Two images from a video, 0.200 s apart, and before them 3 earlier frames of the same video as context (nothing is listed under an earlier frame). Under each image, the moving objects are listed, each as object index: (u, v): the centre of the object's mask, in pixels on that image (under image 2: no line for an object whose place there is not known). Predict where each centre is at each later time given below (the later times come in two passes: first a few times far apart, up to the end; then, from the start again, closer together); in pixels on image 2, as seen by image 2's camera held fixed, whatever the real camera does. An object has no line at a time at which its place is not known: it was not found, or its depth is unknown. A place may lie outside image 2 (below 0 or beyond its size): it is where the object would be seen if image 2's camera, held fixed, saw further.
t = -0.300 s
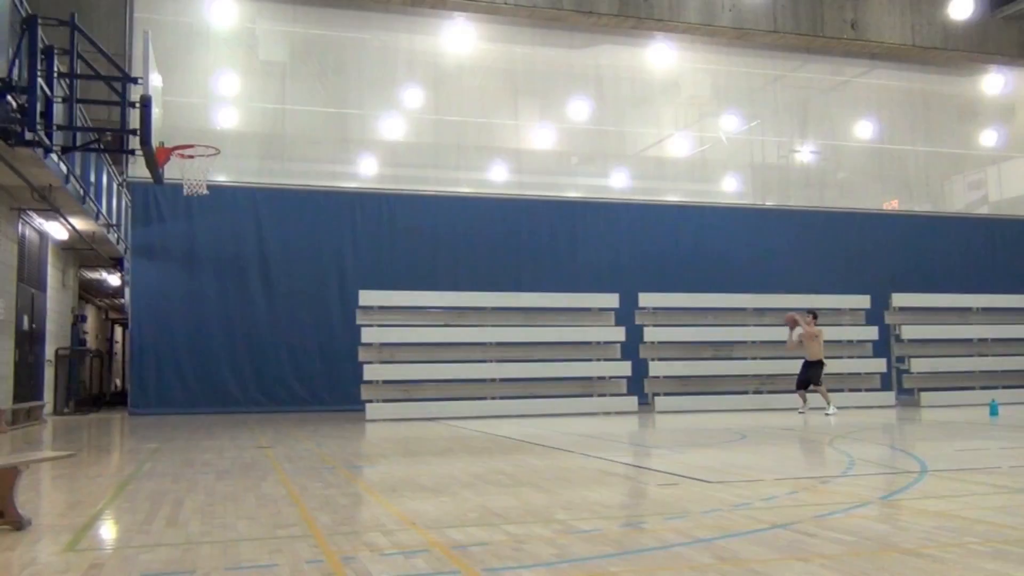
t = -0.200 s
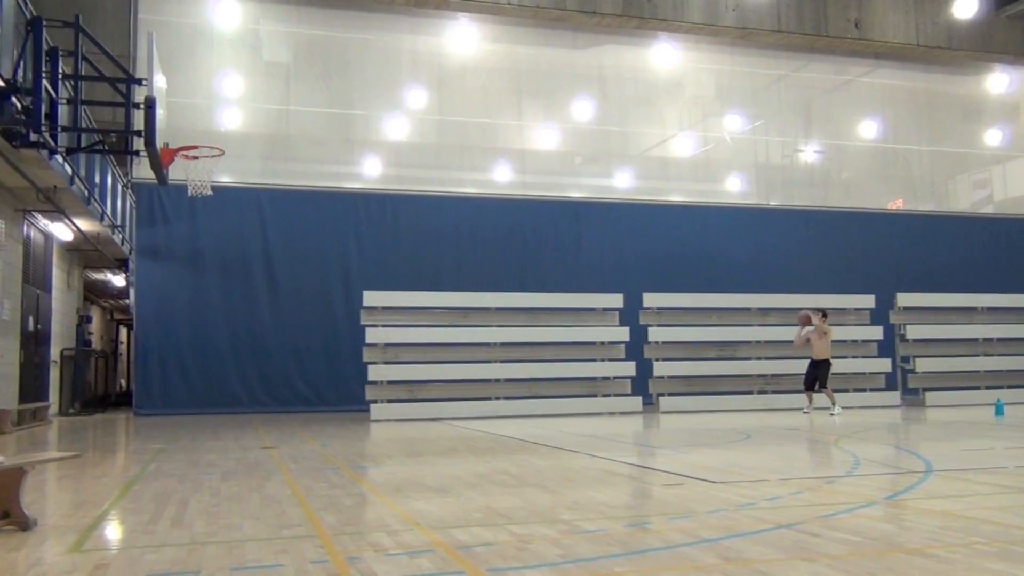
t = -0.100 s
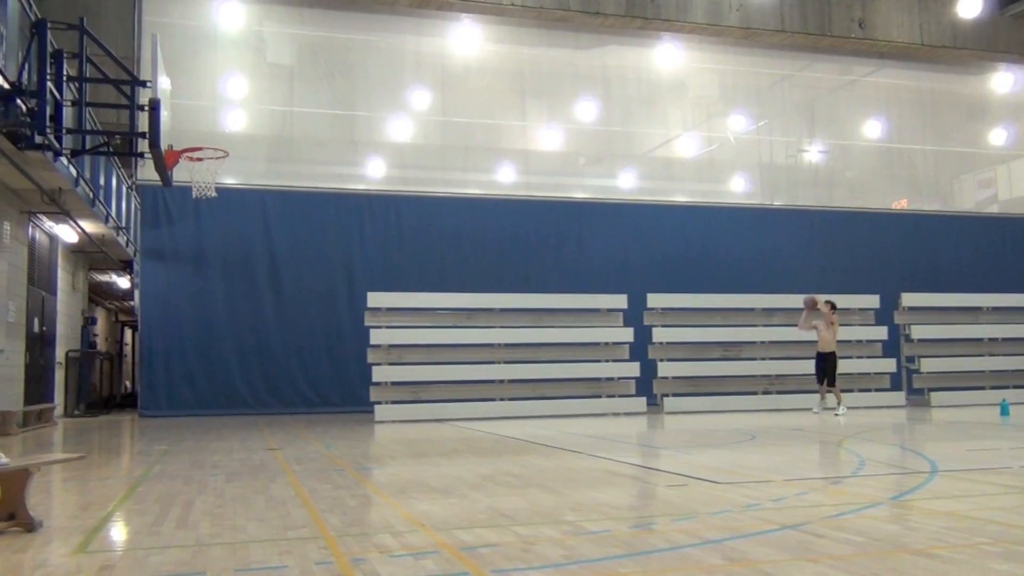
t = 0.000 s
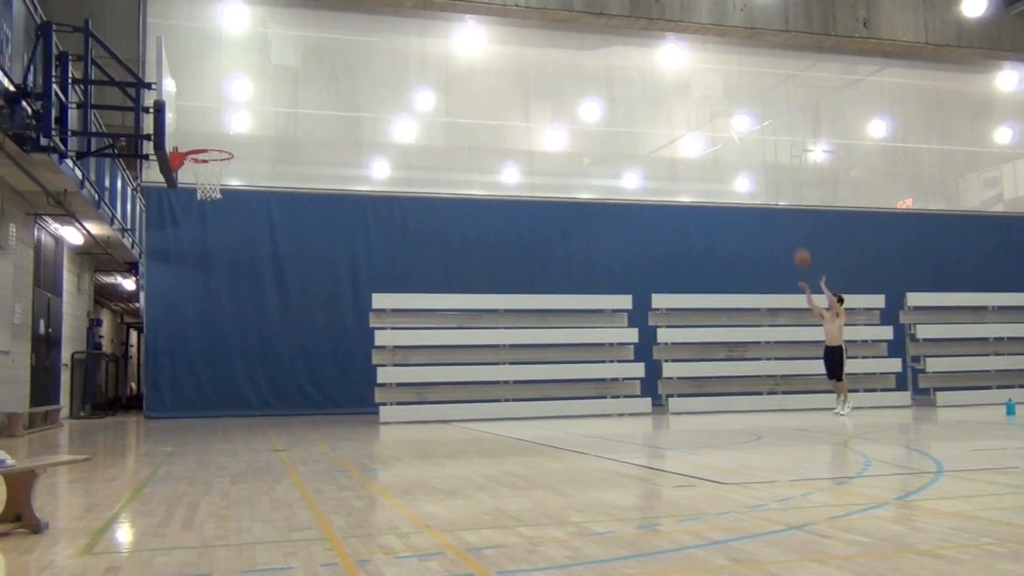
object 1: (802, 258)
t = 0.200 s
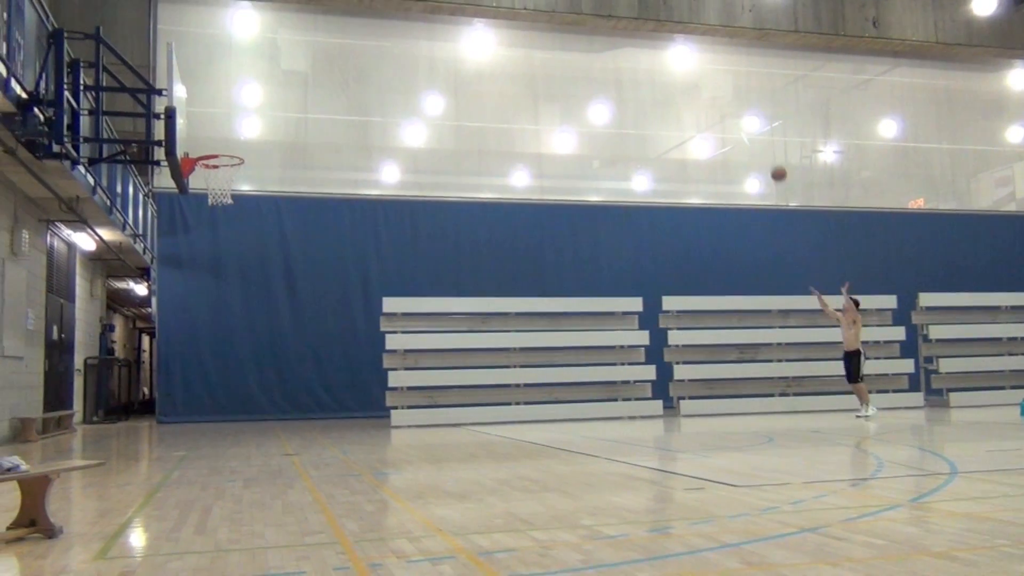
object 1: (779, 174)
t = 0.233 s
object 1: (773, 162)
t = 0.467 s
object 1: (734, 94)
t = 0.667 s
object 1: (700, 60)
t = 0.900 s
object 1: (659, 53)
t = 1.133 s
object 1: (618, 85)
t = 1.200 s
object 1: (606, 101)
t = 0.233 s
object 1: (773, 162)
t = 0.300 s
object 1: (762, 139)
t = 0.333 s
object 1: (757, 130)
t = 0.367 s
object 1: (750, 118)
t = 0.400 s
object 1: (745, 110)
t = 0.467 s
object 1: (734, 94)
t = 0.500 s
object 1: (728, 87)
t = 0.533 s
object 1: (723, 80)
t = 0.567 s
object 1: (717, 74)
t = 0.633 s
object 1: (705, 64)
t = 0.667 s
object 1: (700, 60)
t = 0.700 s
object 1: (695, 57)
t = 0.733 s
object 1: (690, 54)
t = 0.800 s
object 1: (677, 51)
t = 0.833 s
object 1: (671, 52)
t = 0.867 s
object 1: (665, 52)
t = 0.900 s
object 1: (659, 53)
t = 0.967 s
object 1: (647, 59)
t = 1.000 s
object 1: (642, 62)
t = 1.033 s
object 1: (636, 66)
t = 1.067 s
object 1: (630, 72)
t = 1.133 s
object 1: (618, 85)
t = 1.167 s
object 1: (612, 93)
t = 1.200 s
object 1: (606, 101)
